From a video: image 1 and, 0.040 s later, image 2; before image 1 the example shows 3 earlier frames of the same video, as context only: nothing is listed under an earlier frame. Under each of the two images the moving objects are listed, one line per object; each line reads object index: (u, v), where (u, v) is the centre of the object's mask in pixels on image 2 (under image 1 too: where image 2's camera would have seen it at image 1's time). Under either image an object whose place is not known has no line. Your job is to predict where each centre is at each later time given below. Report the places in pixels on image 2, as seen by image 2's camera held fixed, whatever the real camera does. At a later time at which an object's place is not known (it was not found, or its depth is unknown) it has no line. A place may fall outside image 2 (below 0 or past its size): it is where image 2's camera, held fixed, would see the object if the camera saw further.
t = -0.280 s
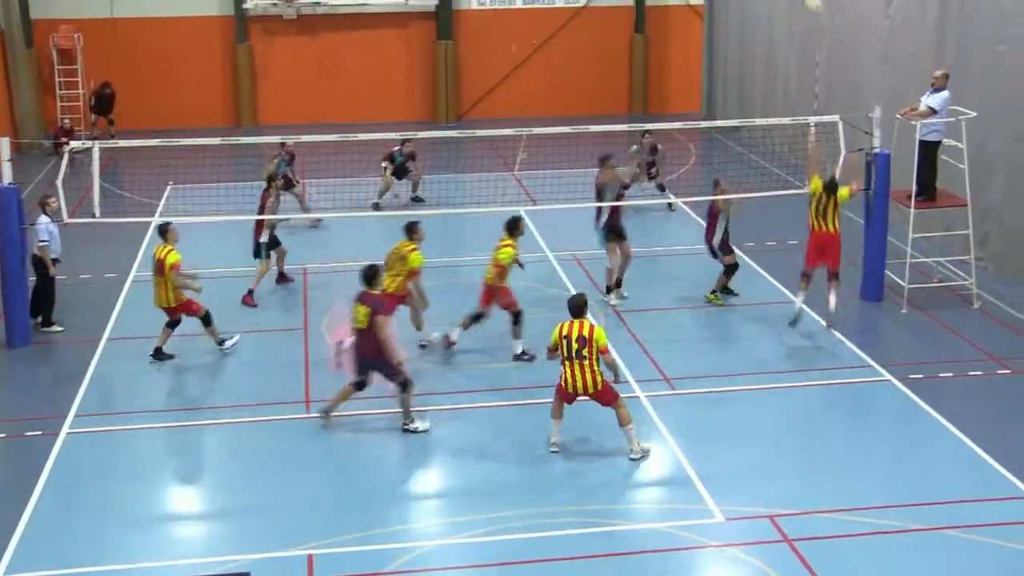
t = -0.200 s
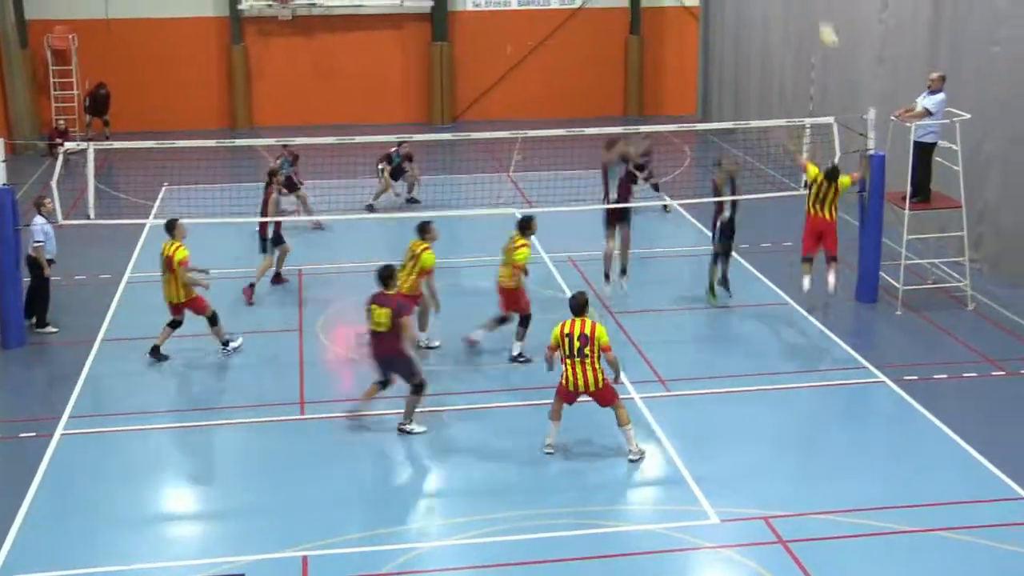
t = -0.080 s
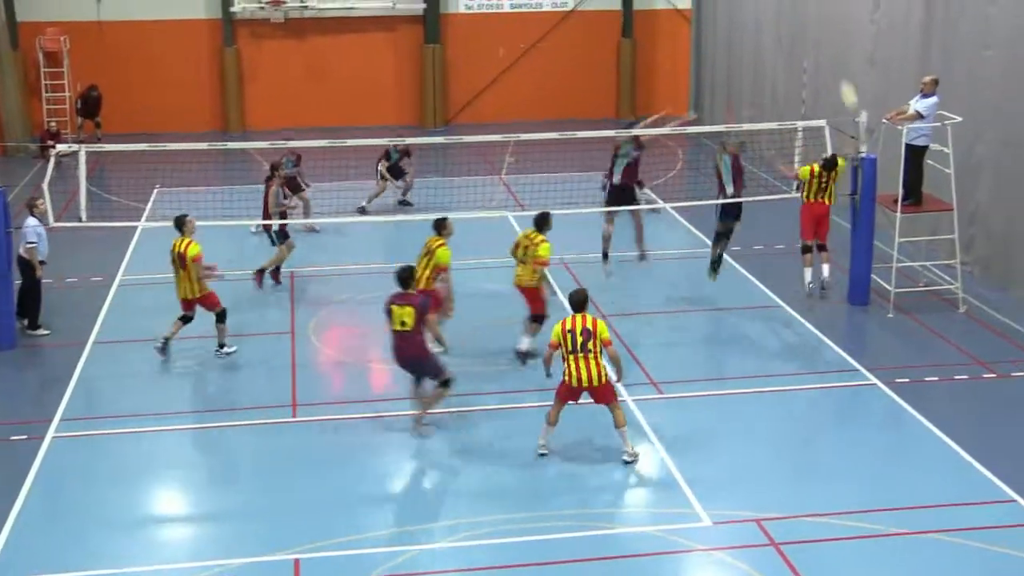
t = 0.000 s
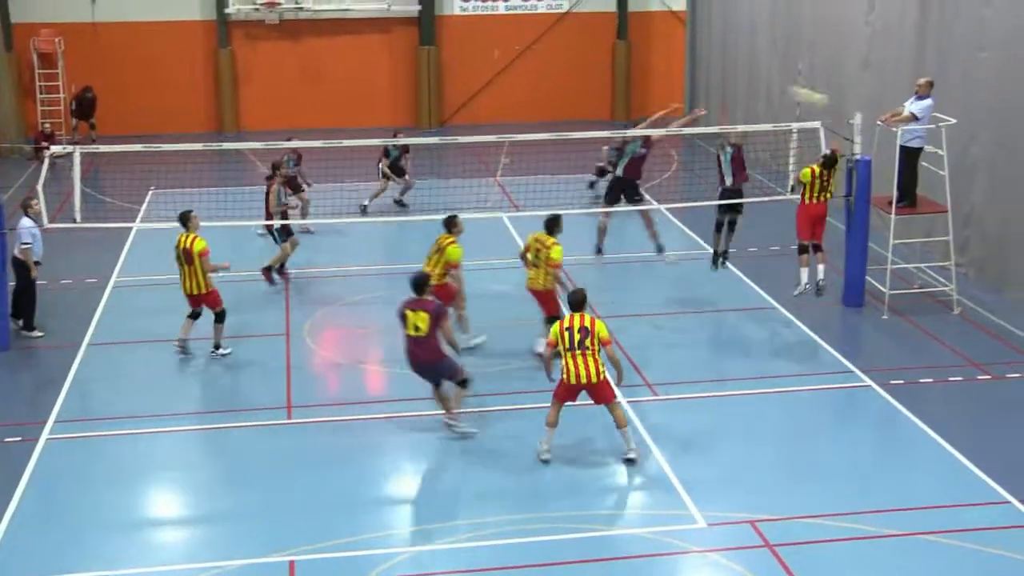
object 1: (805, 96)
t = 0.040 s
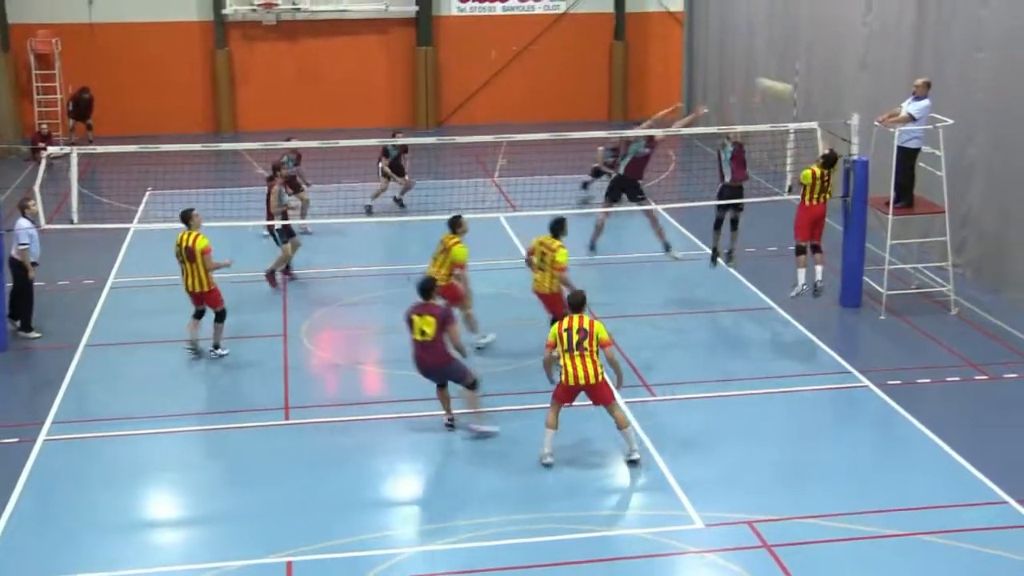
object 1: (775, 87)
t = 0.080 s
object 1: (745, 79)
